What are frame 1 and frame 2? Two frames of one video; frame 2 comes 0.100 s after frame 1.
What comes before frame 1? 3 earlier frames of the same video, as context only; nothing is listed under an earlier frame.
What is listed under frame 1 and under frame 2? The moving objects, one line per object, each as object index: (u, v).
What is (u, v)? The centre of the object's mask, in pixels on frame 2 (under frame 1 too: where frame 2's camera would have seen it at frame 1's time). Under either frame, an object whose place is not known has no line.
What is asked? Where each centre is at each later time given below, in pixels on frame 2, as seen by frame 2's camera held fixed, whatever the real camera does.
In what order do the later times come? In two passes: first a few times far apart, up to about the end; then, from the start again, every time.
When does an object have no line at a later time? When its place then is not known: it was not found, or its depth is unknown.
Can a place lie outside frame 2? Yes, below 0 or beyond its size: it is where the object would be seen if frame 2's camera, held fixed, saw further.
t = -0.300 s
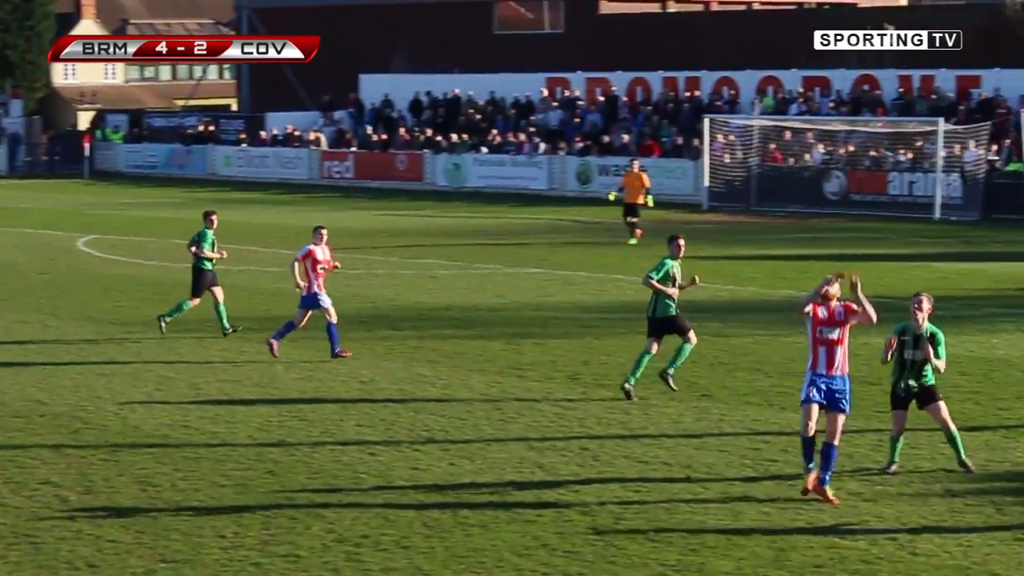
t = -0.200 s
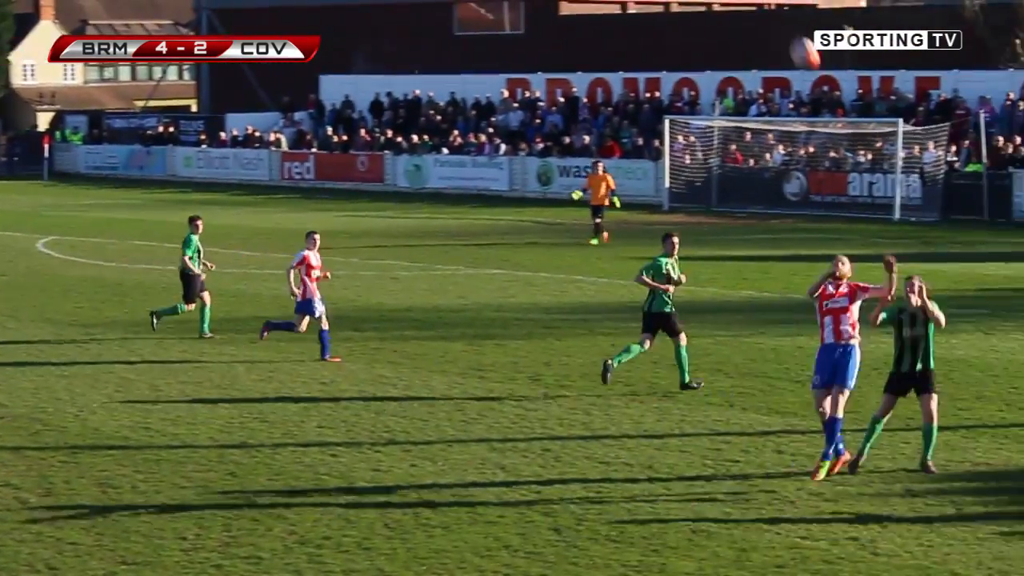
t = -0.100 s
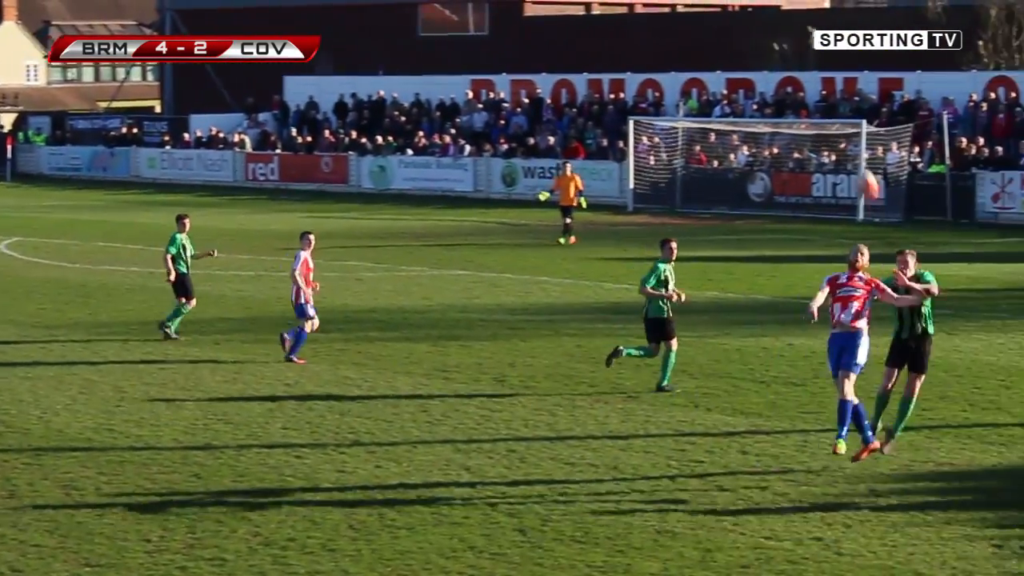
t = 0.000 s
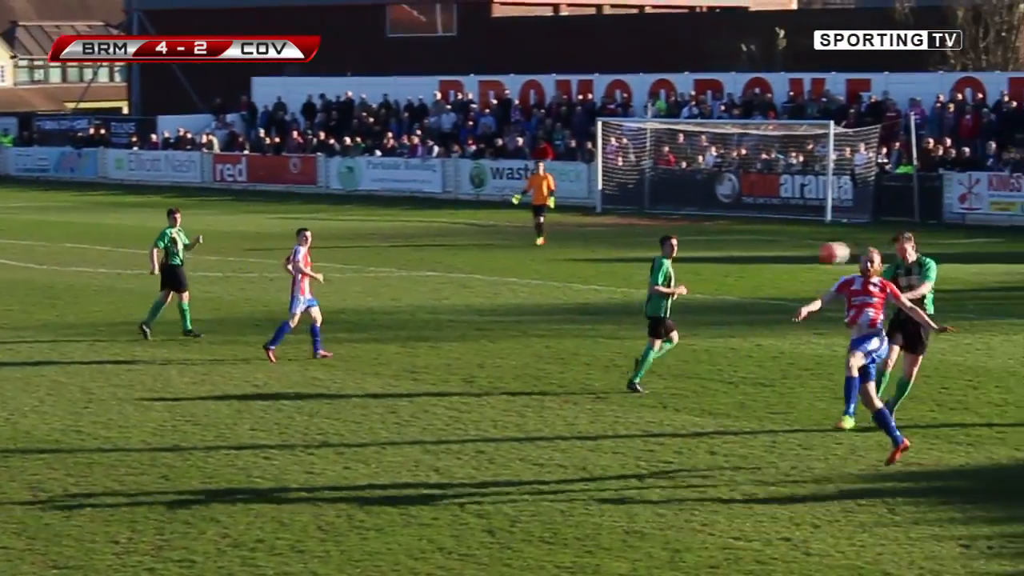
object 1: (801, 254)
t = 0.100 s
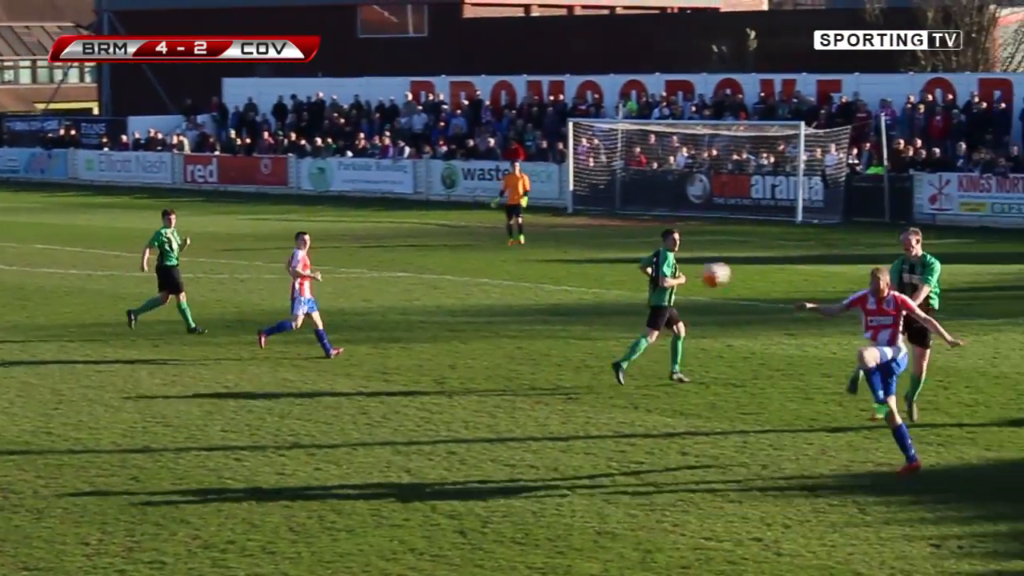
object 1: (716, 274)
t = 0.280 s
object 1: (552, 351)
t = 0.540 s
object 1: (320, 506)
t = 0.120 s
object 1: (699, 280)
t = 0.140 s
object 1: (680, 286)
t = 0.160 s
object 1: (661, 294)
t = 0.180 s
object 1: (643, 302)
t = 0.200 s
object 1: (626, 311)
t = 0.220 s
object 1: (607, 320)
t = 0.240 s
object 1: (588, 329)
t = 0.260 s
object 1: (570, 340)
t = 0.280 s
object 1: (552, 351)
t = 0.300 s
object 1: (534, 362)
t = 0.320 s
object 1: (516, 373)
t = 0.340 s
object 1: (497, 386)
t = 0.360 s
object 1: (479, 400)
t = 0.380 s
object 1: (462, 414)
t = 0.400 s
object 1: (444, 427)
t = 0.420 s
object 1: (425, 441)
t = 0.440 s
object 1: (408, 456)
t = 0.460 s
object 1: (391, 472)
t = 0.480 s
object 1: (372, 488)
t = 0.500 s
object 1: (355, 503)
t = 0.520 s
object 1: (337, 517)
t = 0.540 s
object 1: (320, 506)
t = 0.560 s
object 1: (304, 496)
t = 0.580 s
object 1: (288, 485)
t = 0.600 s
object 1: (270, 476)
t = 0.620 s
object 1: (253, 467)
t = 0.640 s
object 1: (237, 458)
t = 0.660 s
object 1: (219, 450)
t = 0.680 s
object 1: (202, 442)
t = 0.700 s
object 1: (184, 436)
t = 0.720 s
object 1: (167, 430)
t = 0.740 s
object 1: (149, 423)
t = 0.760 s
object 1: (131, 418)
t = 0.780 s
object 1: (113, 413)
